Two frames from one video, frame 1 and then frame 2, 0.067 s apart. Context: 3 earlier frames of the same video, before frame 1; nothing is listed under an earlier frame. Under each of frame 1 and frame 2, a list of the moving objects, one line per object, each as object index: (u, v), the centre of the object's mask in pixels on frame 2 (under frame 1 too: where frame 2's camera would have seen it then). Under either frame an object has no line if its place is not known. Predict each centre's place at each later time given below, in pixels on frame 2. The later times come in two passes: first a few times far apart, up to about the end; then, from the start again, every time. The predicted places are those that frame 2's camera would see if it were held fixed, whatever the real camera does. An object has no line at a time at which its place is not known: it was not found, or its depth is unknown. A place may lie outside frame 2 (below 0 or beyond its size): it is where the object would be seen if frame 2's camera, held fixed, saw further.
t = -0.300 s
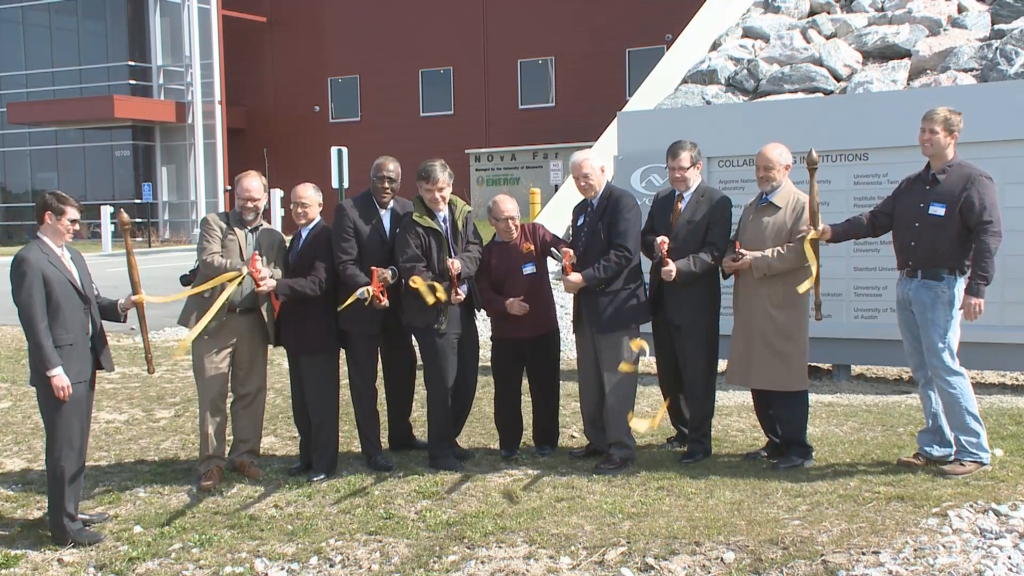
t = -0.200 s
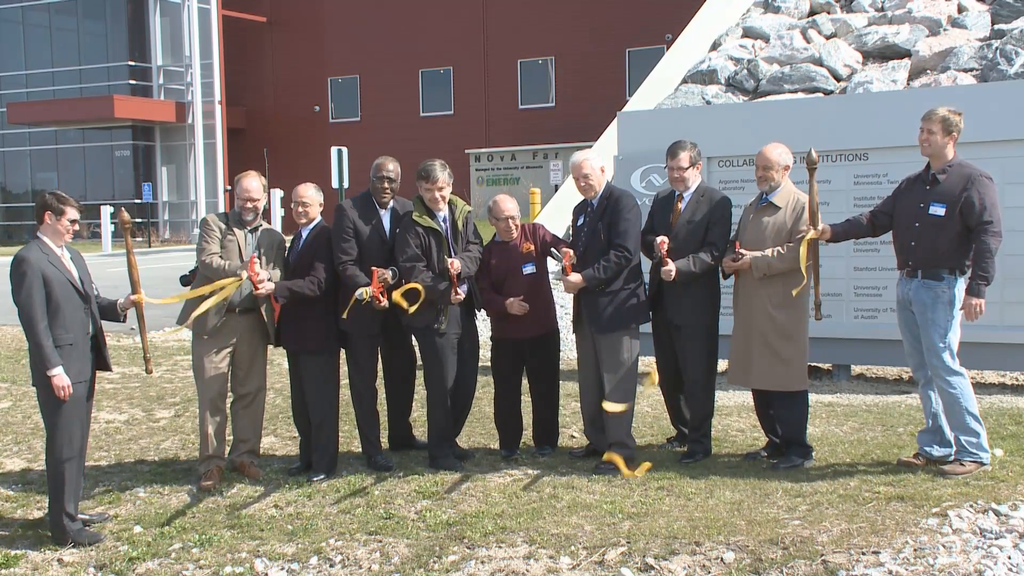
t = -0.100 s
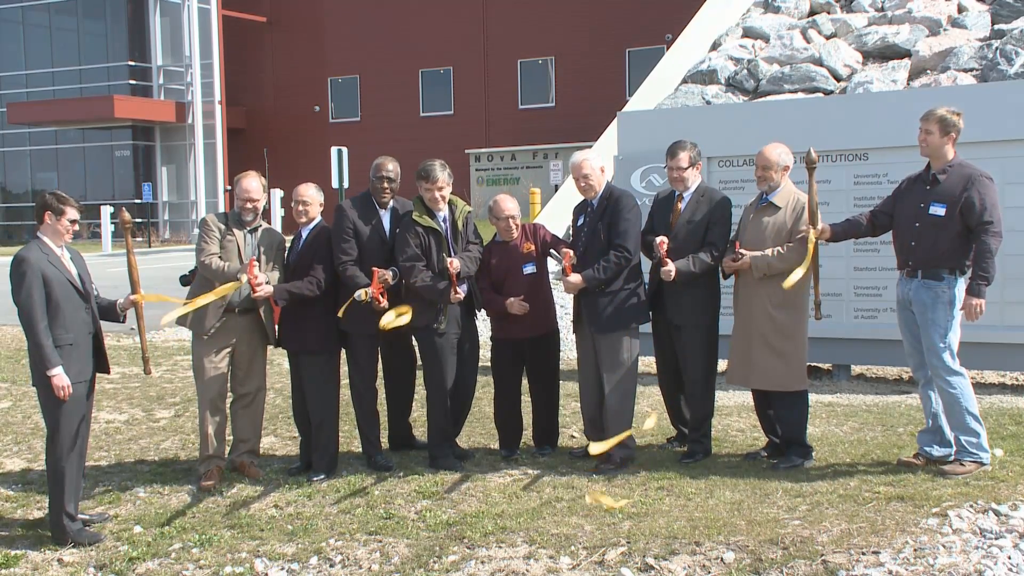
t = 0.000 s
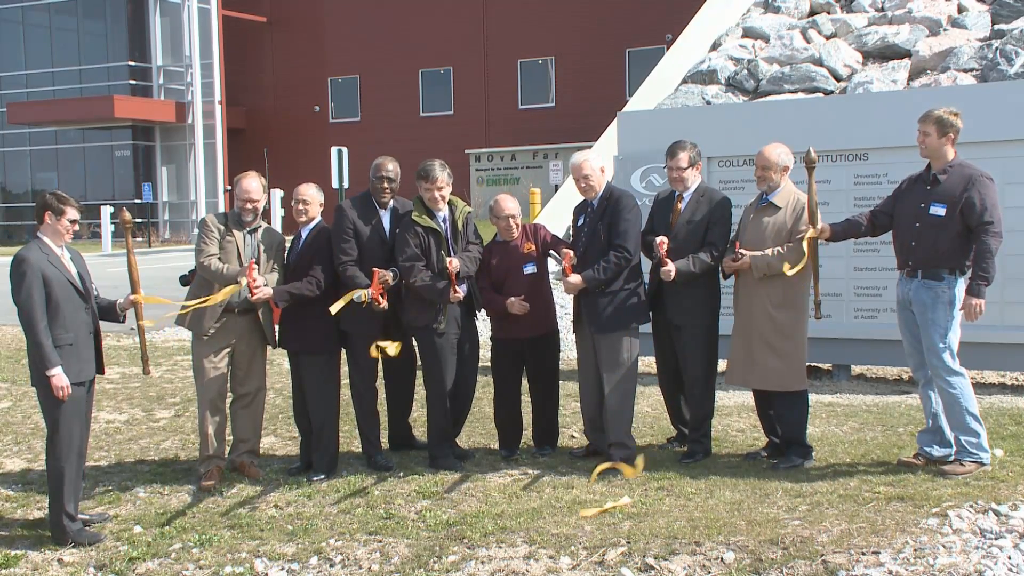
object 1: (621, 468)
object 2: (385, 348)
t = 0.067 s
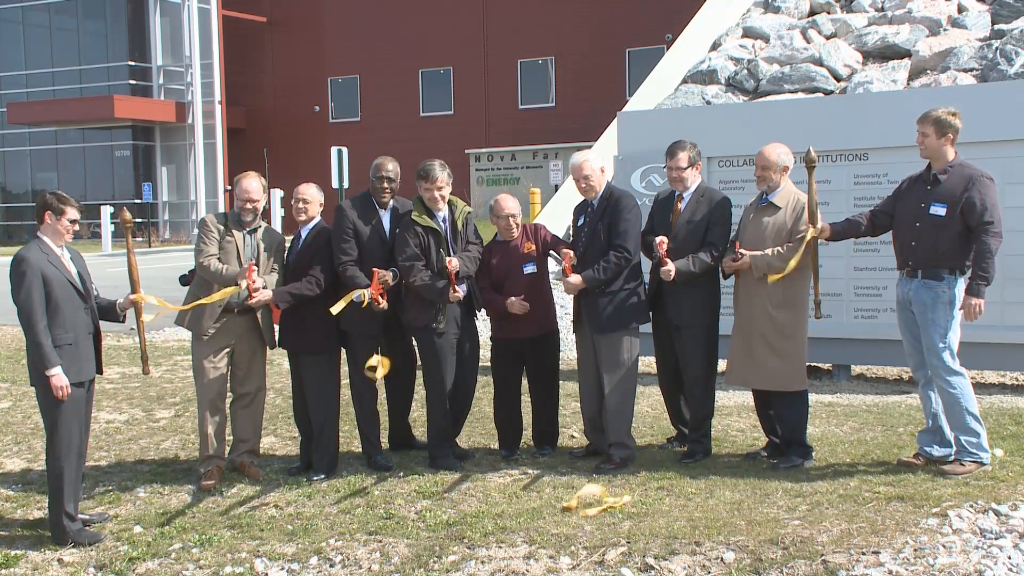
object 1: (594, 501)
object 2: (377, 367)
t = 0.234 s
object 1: (590, 505)
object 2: (351, 414)
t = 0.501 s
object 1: (584, 507)
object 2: (297, 478)
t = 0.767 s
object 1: (584, 507)
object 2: (276, 490)
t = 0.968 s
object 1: (584, 507)
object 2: (278, 490)
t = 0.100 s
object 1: (594, 504)
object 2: (372, 374)
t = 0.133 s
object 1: (593, 506)
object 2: (367, 383)
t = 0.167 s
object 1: (591, 506)
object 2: (362, 389)
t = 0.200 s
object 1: (592, 505)
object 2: (355, 405)
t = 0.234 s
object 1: (590, 505)
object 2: (351, 414)
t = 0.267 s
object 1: (587, 506)
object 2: (346, 425)
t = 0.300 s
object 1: (586, 506)
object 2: (343, 433)
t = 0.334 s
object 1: (587, 507)
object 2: (339, 441)
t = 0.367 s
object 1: (587, 507)
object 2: (330, 451)
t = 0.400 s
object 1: (585, 507)
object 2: (326, 457)
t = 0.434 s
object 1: (584, 507)
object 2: (316, 465)
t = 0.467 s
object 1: (584, 507)
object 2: (307, 471)
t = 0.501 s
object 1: (584, 507)
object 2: (297, 478)
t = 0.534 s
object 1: (584, 507)
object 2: (291, 480)
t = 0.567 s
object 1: (584, 507)
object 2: (286, 485)
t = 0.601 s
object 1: (584, 508)
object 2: (284, 485)
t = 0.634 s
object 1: (583, 508)
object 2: (282, 485)
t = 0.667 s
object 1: (583, 507)
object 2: (278, 487)
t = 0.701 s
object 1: (584, 507)
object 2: (276, 489)
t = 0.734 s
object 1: (584, 507)
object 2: (276, 489)
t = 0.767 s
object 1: (584, 507)
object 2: (276, 490)
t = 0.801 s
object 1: (584, 507)
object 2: (276, 490)
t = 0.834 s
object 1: (584, 507)
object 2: (276, 490)
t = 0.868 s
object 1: (584, 507)
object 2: (277, 490)
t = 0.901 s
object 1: (584, 507)
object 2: (277, 490)
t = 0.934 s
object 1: (584, 507)
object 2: (278, 490)
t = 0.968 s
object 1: (584, 507)
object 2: (278, 490)
